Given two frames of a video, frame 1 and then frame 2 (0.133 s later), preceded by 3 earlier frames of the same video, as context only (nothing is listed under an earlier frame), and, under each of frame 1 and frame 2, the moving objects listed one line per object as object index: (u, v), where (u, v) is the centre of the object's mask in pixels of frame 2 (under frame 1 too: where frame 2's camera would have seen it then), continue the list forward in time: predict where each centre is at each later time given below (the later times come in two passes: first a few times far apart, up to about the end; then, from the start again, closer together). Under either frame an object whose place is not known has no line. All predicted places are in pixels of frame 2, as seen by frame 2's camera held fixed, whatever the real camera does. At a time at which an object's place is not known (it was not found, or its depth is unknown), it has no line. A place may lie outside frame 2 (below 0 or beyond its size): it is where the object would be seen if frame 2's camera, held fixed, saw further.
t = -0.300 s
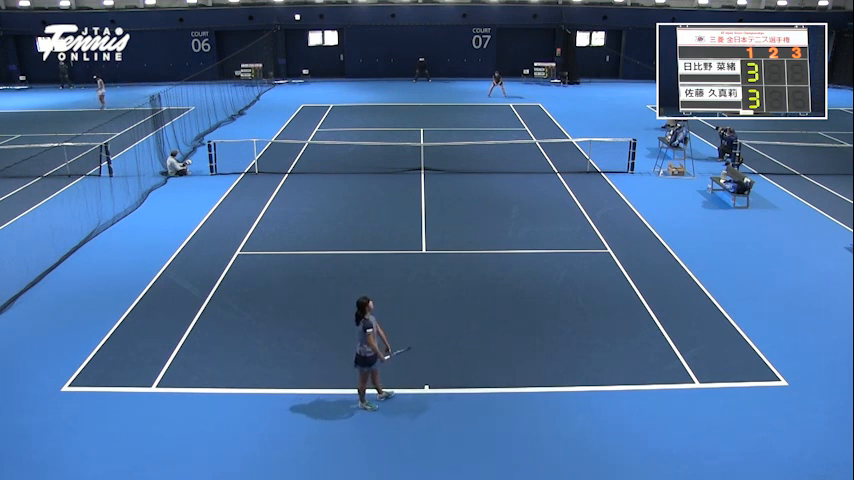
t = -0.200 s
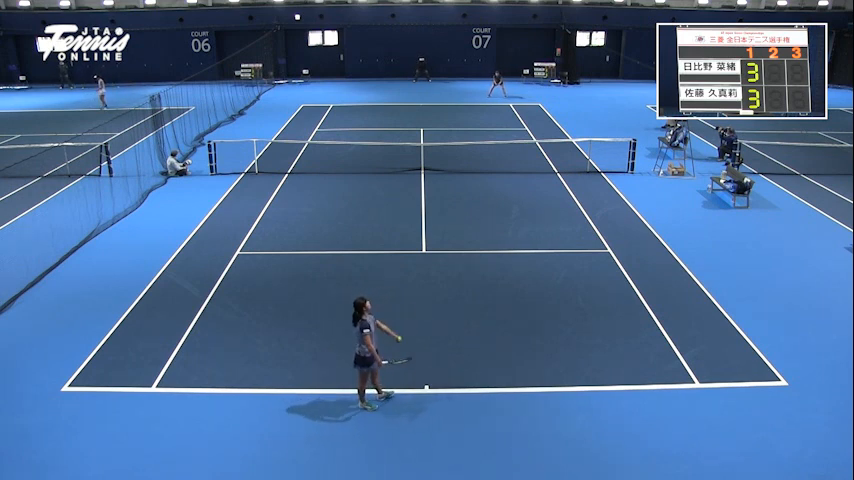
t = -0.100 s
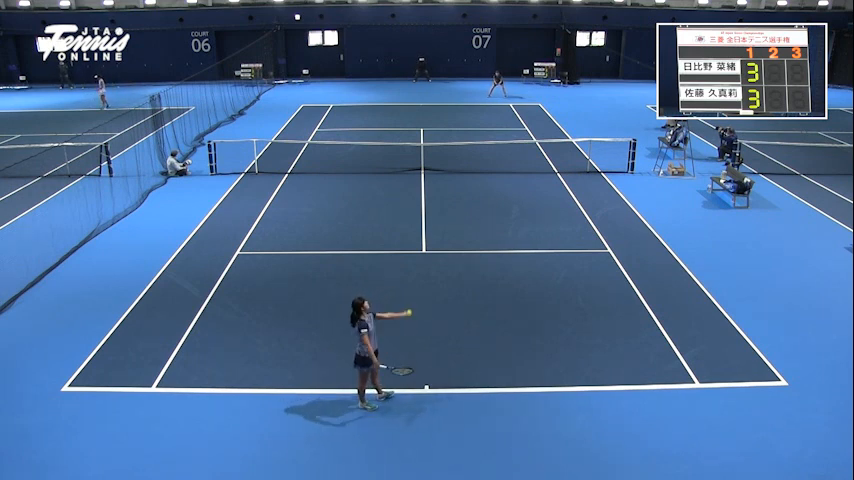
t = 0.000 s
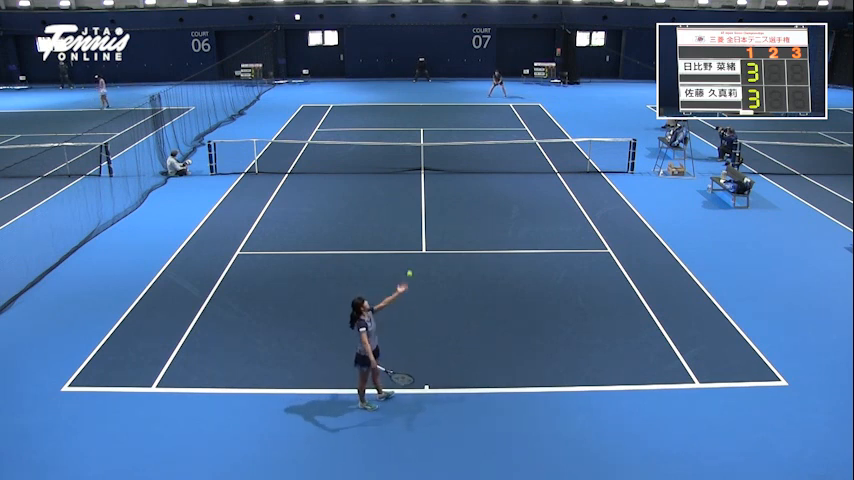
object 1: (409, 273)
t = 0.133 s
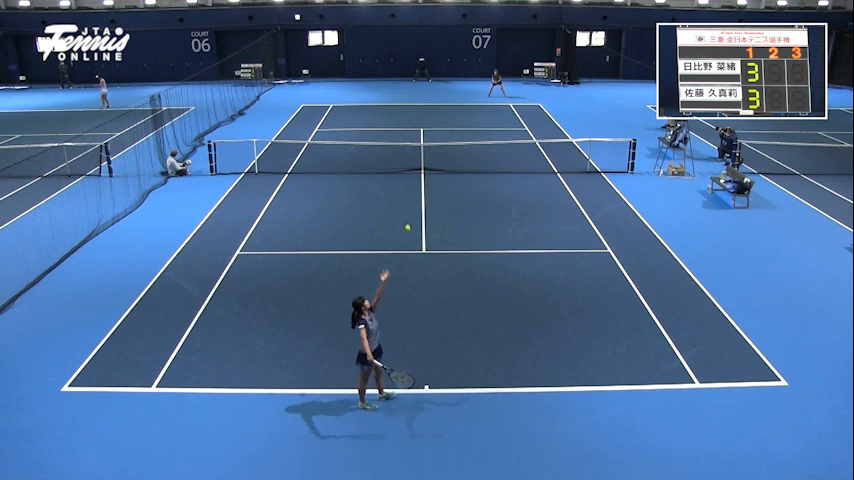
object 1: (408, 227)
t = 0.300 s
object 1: (405, 186)
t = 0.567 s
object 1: (403, 160)
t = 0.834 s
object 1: (401, 185)
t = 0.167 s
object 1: (409, 218)
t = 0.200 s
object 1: (407, 208)
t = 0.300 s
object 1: (405, 186)
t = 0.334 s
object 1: (405, 180)
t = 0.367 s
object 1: (405, 175)
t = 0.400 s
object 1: (404, 170)
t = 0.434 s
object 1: (404, 167)
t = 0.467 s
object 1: (404, 164)
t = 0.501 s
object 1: (403, 161)
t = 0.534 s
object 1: (403, 161)
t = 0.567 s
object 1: (403, 160)
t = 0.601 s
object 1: (403, 160)
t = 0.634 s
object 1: (402, 161)
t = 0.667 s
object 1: (402, 164)
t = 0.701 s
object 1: (402, 166)
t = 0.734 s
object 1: (401, 170)
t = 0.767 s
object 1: (401, 173)
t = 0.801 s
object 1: (401, 179)
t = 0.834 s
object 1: (401, 185)
